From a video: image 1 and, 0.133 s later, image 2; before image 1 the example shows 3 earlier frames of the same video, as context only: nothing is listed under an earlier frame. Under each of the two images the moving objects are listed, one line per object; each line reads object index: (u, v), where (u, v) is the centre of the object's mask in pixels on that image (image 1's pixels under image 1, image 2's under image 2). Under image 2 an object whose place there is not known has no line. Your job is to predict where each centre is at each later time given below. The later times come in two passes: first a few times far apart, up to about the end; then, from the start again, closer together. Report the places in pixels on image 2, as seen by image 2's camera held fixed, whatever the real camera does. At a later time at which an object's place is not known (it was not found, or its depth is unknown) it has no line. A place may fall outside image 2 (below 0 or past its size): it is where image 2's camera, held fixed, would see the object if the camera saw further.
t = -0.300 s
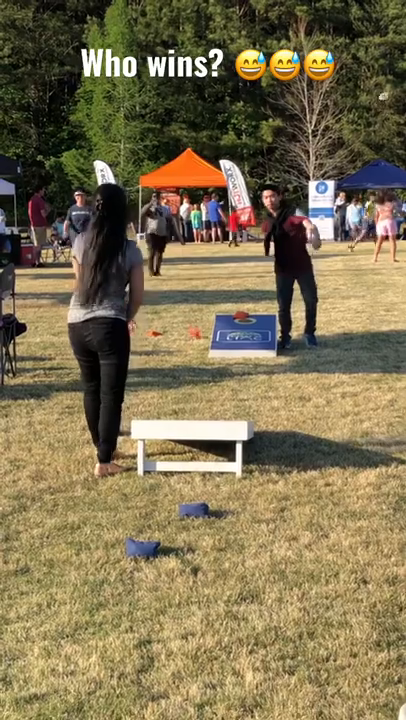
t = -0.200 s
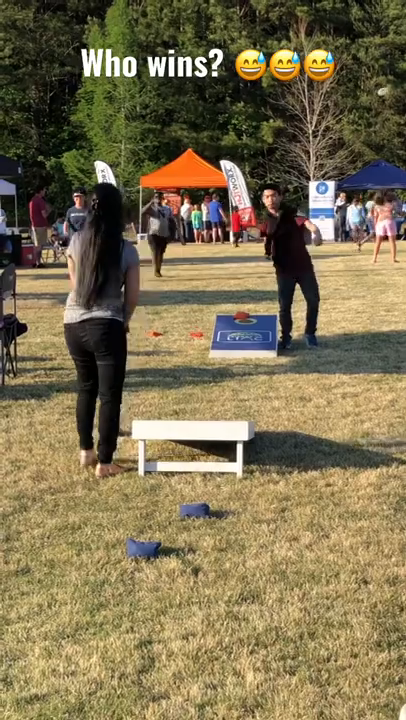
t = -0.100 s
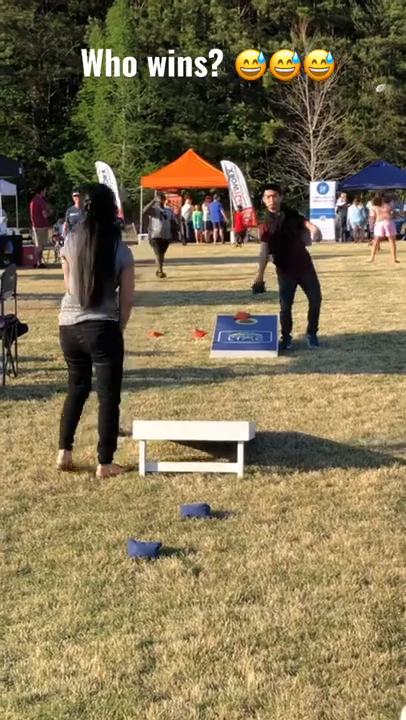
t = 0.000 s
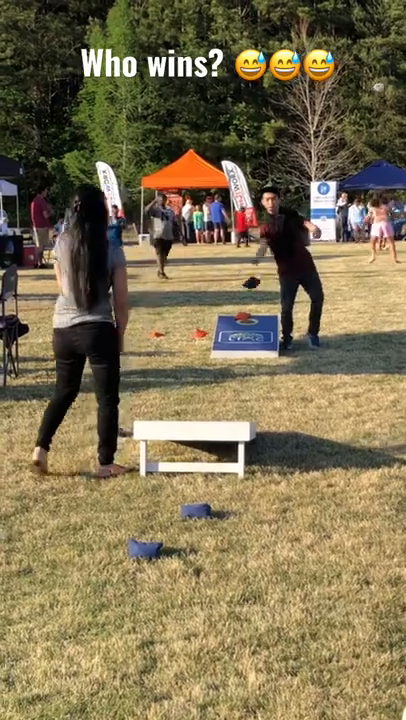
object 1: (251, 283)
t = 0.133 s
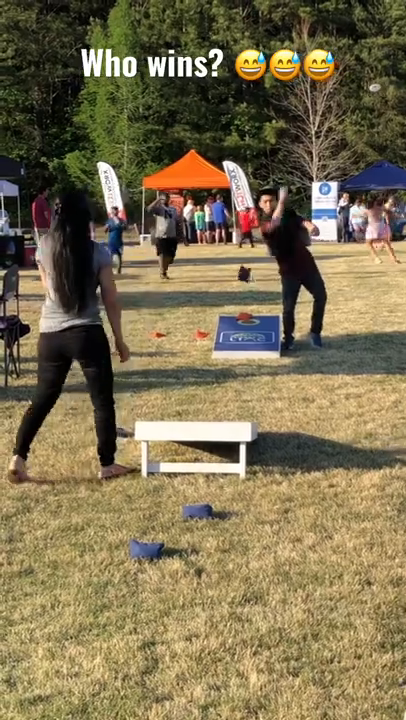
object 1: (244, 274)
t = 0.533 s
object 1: (201, 404)
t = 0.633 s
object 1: (188, 412)
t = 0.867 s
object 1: (163, 423)
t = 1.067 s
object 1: (136, 509)
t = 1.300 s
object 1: (109, 548)
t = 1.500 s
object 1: (102, 556)
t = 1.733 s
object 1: (94, 567)
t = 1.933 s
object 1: (93, 567)
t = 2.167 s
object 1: (93, 567)
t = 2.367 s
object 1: (94, 567)
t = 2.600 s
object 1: (93, 567)
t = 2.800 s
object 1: (94, 567)
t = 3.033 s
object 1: (94, 567)
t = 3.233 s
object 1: (94, 567)
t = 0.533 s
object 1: (201, 404)
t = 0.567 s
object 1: (197, 415)
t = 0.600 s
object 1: (192, 413)
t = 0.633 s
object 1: (188, 412)
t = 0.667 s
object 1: (185, 412)
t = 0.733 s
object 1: (178, 413)
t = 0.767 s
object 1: (173, 413)
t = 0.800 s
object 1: (170, 414)
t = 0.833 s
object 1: (166, 418)
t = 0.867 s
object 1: (163, 423)
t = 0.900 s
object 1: (158, 430)
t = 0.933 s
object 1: (154, 440)
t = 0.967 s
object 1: (149, 452)
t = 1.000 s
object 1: (145, 468)
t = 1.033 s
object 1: (140, 487)
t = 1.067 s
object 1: (136, 509)
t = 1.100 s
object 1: (130, 531)
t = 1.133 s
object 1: (125, 537)
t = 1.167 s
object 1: (121, 535)
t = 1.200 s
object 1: (118, 535)
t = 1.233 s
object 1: (116, 537)
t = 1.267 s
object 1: (112, 541)
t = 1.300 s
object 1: (109, 548)
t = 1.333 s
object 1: (107, 550)
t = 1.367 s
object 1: (106, 551)
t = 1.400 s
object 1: (105, 554)
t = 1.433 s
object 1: (103, 555)
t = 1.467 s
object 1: (102, 555)
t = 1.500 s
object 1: (102, 556)
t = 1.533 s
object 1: (101, 558)
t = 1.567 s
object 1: (99, 560)
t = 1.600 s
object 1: (98, 562)
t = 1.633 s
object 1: (96, 564)
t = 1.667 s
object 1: (95, 565)
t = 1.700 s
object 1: (94, 566)
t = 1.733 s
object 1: (94, 567)
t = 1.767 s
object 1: (94, 567)
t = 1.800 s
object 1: (94, 567)
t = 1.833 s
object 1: (94, 567)
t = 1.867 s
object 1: (93, 567)
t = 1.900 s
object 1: (94, 567)
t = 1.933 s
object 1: (93, 567)
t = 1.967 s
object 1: (93, 567)
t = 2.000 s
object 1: (93, 567)
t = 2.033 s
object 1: (94, 567)
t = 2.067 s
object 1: (94, 567)
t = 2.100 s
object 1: (94, 567)
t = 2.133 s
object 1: (93, 567)
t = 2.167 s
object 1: (93, 567)
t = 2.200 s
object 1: (93, 567)
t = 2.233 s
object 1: (93, 567)
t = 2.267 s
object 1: (94, 567)
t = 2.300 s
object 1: (93, 567)
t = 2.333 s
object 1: (93, 567)
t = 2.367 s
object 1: (94, 567)
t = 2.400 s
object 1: (93, 567)
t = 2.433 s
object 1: (94, 567)
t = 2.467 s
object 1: (94, 567)
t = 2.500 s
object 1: (94, 567)
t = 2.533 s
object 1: (93, 567)
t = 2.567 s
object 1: (93, 567)
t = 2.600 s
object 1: (93, 567)
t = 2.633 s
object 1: (93, 567)
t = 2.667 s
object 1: (94, 567)
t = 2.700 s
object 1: (93, 567)
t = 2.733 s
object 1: (94, 567)
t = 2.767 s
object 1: (93, 567)
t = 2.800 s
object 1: (94, 567)
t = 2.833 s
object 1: (94, 567)
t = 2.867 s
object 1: (94, 567)
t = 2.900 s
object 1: (94, 567)
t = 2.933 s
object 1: (94, 567)
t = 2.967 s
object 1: (94, 567)
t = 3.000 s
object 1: (94, 567)
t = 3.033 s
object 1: (94, 567)
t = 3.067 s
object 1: (94, 567)
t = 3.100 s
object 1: (94, 567)
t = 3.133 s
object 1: (94, 567)
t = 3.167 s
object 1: (94, 567)
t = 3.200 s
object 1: (94, 567)
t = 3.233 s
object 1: (94, 567)
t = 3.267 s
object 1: (94, 567)
